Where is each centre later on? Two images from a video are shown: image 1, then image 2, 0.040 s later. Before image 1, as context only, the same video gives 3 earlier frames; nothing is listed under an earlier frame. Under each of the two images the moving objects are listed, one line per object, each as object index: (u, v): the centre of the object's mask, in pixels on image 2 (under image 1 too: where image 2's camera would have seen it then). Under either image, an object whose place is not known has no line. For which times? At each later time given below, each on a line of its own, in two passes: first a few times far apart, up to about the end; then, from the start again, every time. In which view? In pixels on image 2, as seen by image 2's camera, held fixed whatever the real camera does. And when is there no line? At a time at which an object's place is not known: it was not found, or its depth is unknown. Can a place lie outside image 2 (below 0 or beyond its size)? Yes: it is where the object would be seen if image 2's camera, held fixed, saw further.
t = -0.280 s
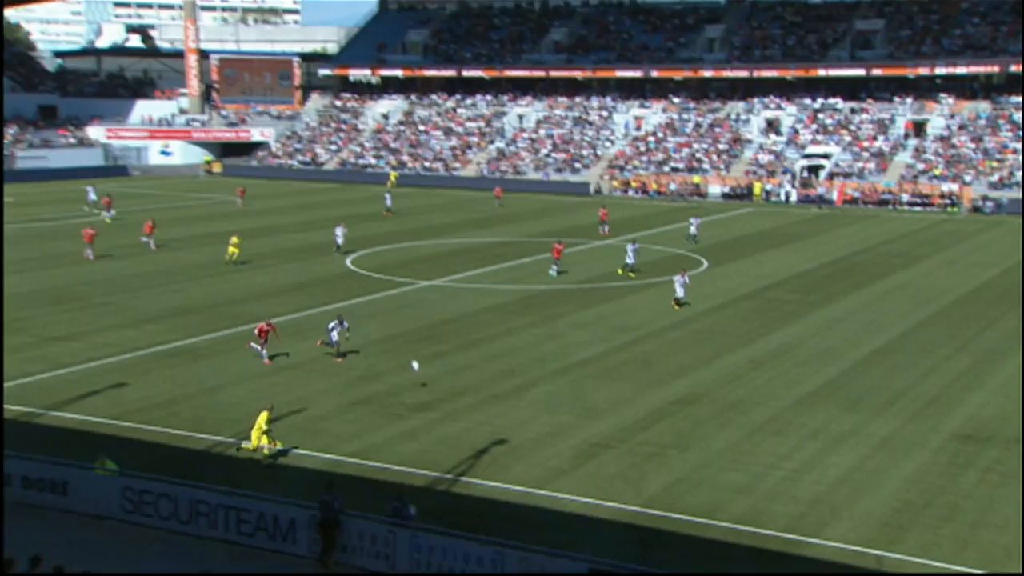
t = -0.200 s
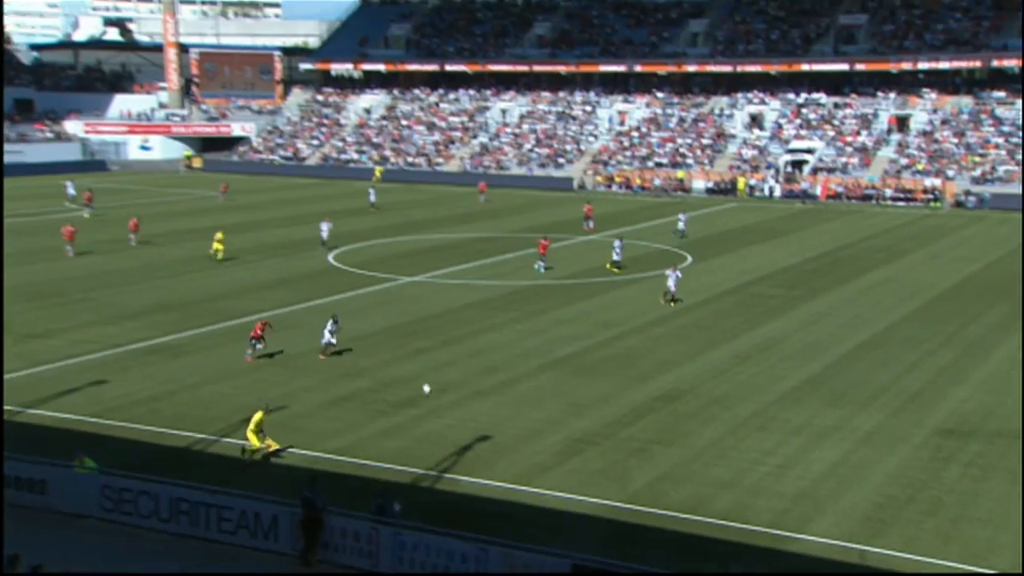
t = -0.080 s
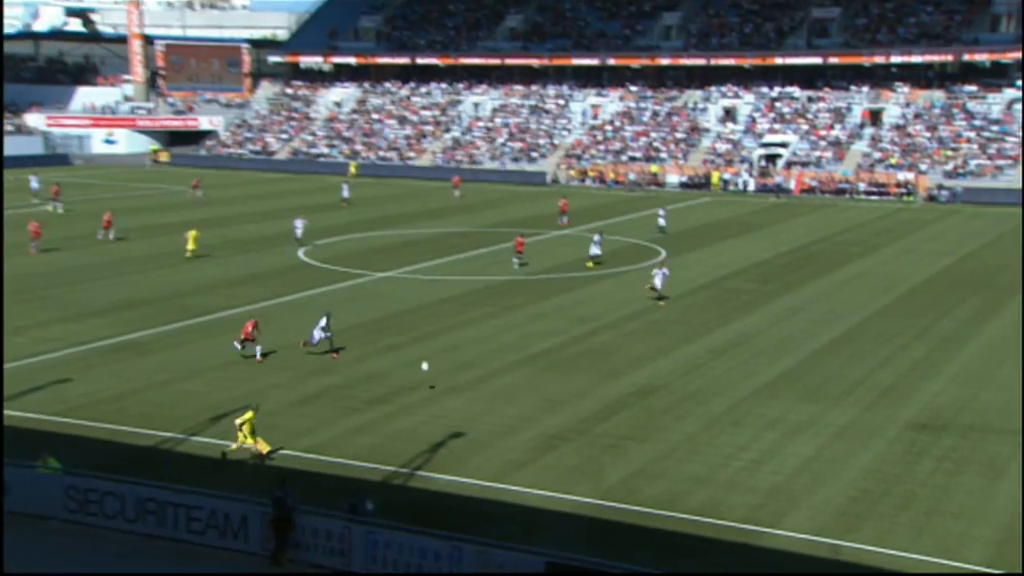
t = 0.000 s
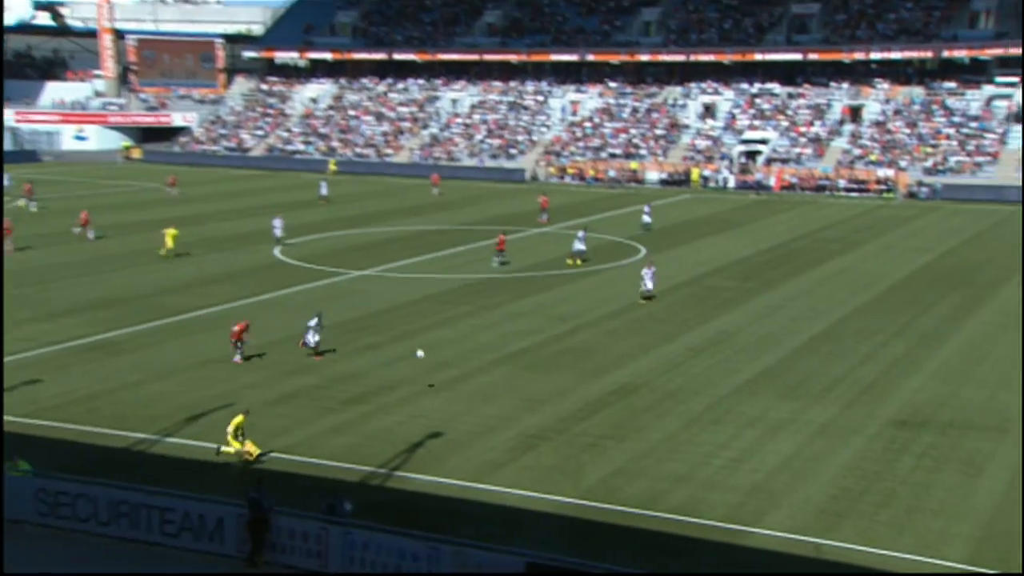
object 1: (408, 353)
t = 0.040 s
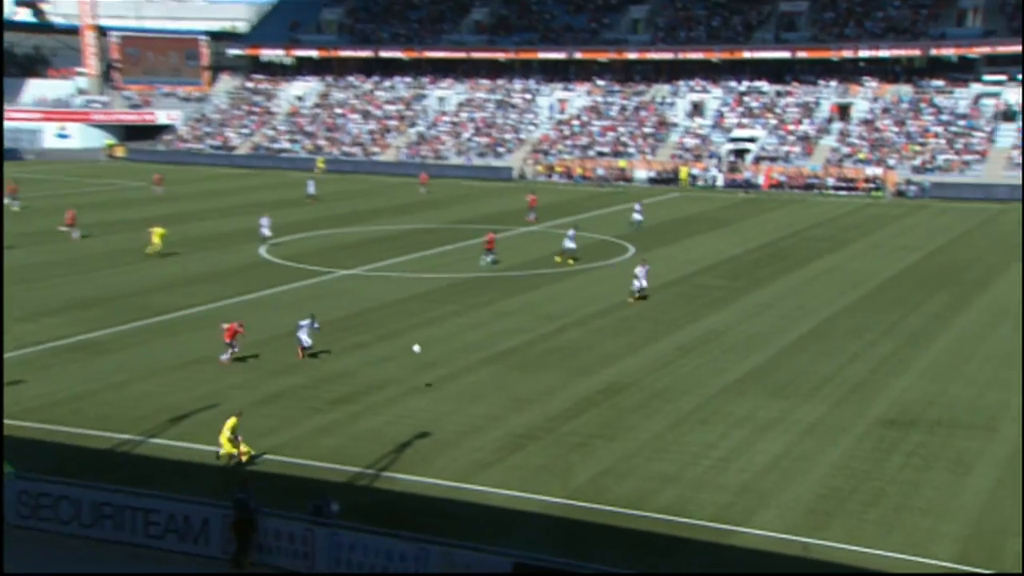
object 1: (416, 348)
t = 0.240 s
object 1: (458, 332)
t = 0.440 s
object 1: (503, 333)
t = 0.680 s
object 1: (558, 354)
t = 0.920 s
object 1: (614, 399)
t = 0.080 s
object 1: (424, 344)
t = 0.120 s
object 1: (433, 340)
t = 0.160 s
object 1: (442, 337)
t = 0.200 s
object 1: (450, 334)
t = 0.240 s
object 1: (458, 332)
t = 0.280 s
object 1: (468, 331)
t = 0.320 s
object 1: (476, 330)
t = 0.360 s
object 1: (485, 331)
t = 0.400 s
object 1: (494, 331)
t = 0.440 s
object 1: (503, 333)
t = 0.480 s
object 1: (512, 335)
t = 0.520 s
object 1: (521, 337)
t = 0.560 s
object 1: (530, 340)
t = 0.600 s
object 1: (539, 344)
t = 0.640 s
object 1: (549, 349)
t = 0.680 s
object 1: (558, 354)
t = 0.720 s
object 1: (567, 360)
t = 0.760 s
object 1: (576, 367)
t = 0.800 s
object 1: (586, 374)
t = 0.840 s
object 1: (595, 382)
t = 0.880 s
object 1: (604, 390)
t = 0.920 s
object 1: (614, 399)
